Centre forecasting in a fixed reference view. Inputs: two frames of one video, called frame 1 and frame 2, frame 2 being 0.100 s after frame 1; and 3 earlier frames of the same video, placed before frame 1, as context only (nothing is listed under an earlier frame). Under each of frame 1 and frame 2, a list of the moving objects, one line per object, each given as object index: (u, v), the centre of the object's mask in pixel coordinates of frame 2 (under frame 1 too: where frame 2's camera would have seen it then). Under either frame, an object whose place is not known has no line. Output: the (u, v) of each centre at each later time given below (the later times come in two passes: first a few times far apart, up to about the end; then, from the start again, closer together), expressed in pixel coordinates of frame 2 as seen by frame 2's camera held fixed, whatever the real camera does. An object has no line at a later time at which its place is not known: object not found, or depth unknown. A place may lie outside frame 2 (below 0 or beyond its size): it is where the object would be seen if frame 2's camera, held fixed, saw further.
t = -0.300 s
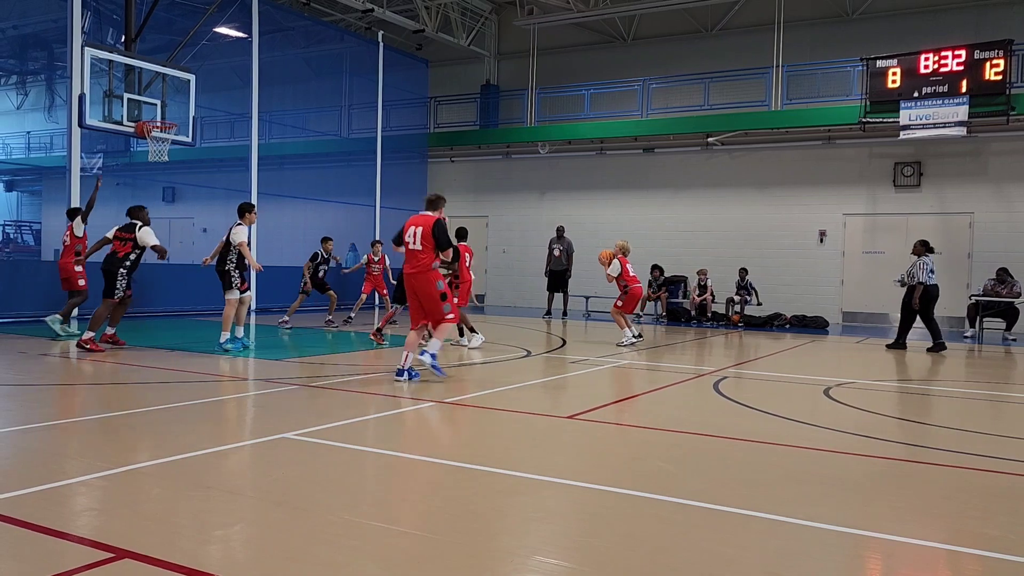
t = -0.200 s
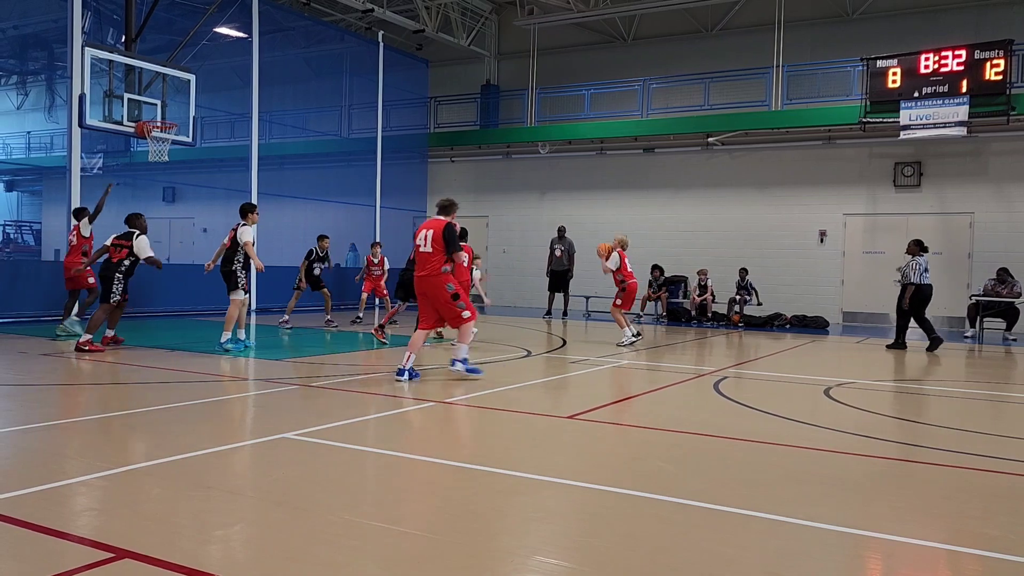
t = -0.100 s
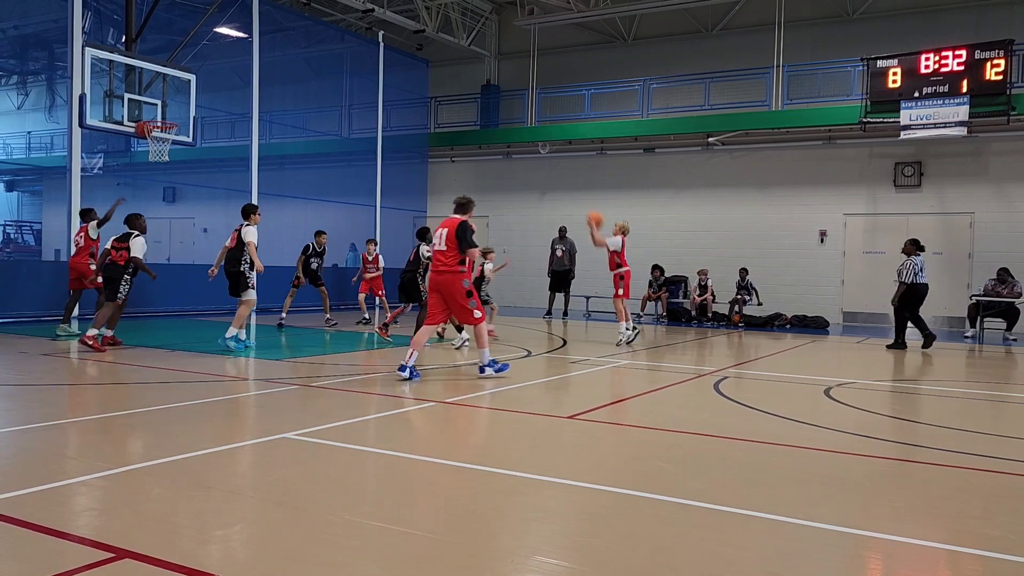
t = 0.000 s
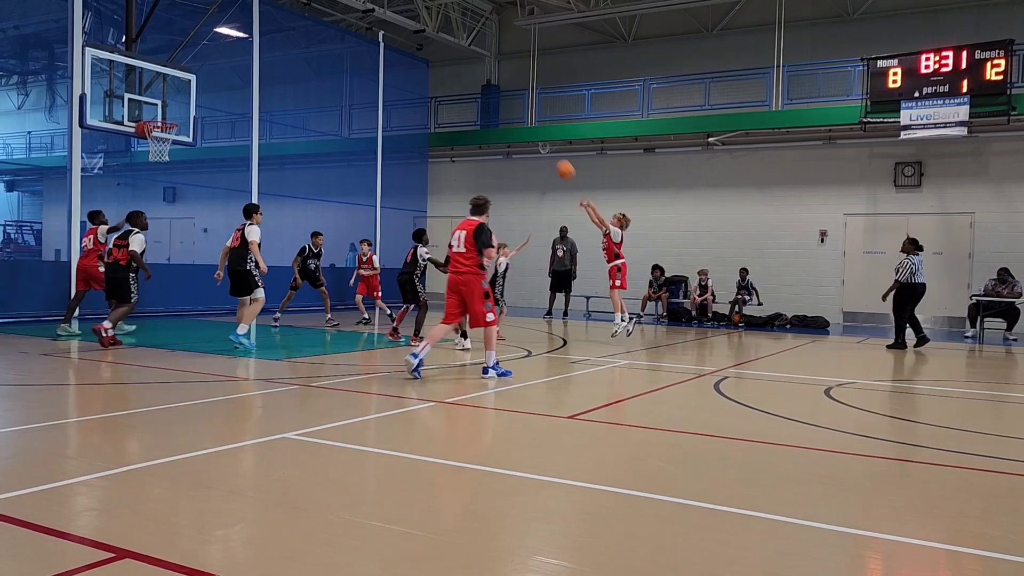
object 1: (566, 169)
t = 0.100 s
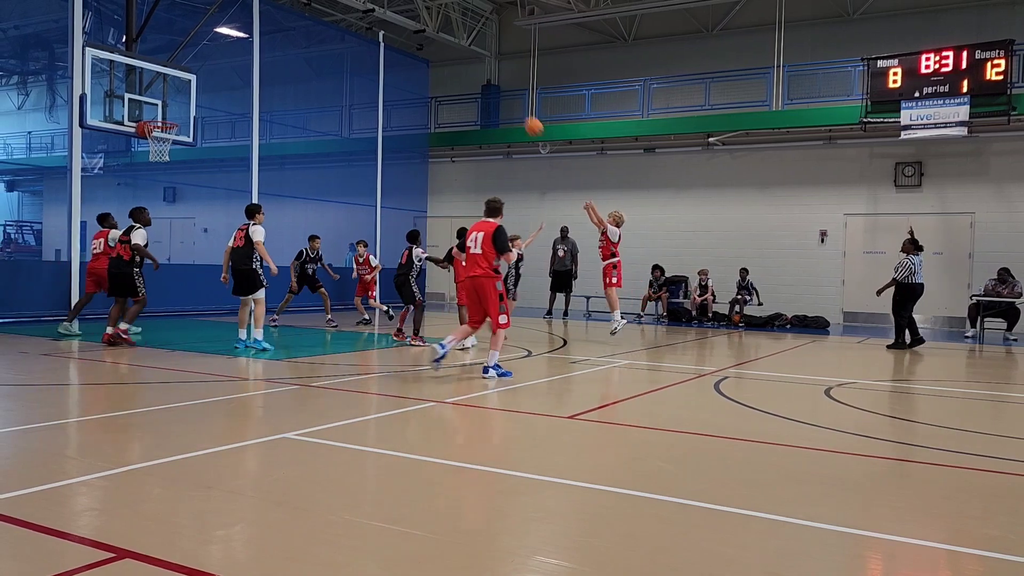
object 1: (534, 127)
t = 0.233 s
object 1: (491, 80)
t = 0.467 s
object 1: (418, 27)
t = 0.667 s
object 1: (357, 11)
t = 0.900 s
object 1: (287, 27)
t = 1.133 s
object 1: (219, 78)
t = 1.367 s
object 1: (208, 110)
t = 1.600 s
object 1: (267, 110)
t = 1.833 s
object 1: (319, 144)
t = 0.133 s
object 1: (522, 113)
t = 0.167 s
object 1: (512, 101)
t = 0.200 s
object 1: (502, 90)
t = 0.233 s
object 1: (491, 80)
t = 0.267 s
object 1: (481, 69)
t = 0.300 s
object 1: (471, 61)
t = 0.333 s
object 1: (460, 53)
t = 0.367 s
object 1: (449, 45)
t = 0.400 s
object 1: (439, 39)
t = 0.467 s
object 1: (418, 27)
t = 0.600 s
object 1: (377, 14)
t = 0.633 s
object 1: (367, 12)
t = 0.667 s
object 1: (357, 11)
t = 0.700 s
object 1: (347, 11)
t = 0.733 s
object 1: (337, 12)
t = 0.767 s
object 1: (327, 14)
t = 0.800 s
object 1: (317, 16)
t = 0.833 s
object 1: (307, 19)
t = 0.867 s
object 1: (297, 23)
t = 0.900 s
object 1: (287, 27)
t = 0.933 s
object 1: (278, 32)
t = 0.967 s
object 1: (268, 38)
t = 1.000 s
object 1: (258, 44)
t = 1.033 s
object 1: (247, 51)
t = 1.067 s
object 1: (239, 60)
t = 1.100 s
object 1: (229, 68)
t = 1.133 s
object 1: (219, 78)
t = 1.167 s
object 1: (210, 88)
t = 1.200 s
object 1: (201, 98)
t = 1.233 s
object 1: (190, 111)
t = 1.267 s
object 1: (183, 120)
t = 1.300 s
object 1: (191, 116)
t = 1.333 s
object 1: (201, 113)
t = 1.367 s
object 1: (208, 110)
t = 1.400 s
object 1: (217, 108)
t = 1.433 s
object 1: (226, 106)
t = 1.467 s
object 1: (234, 105)
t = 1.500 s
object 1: (242, 105)
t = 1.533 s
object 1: (249, 106)
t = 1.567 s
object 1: (259, 108)
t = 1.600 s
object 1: (267, 110)
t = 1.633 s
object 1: (274, 112)
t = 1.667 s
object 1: (282, 116)
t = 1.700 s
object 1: (290, 120)
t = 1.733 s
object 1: (297, 125)
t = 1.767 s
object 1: (305, 131)
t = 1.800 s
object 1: (312, 137)
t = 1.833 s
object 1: (319, 144)
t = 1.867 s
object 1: (327, 151)
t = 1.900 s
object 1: (334, 159)
